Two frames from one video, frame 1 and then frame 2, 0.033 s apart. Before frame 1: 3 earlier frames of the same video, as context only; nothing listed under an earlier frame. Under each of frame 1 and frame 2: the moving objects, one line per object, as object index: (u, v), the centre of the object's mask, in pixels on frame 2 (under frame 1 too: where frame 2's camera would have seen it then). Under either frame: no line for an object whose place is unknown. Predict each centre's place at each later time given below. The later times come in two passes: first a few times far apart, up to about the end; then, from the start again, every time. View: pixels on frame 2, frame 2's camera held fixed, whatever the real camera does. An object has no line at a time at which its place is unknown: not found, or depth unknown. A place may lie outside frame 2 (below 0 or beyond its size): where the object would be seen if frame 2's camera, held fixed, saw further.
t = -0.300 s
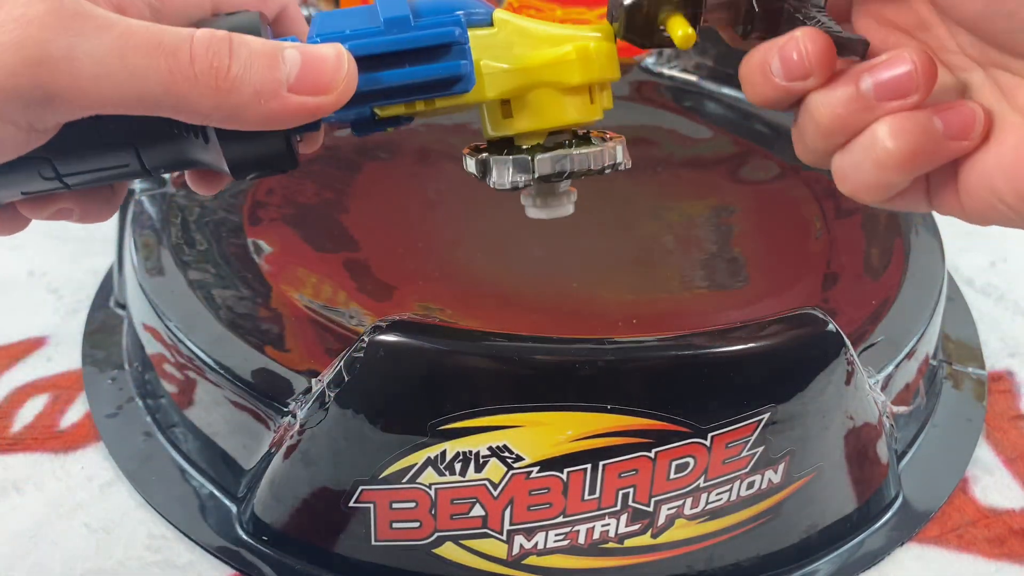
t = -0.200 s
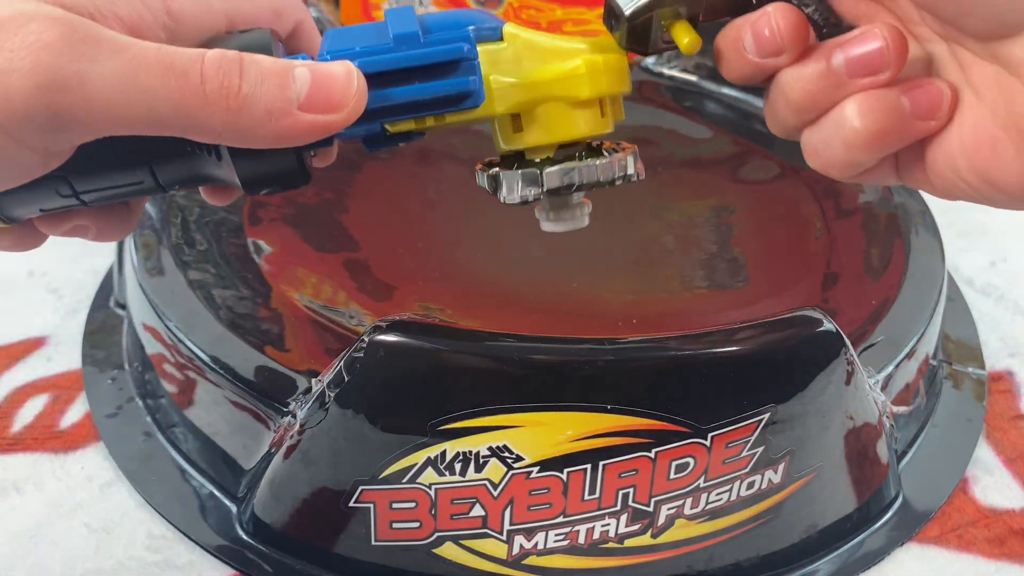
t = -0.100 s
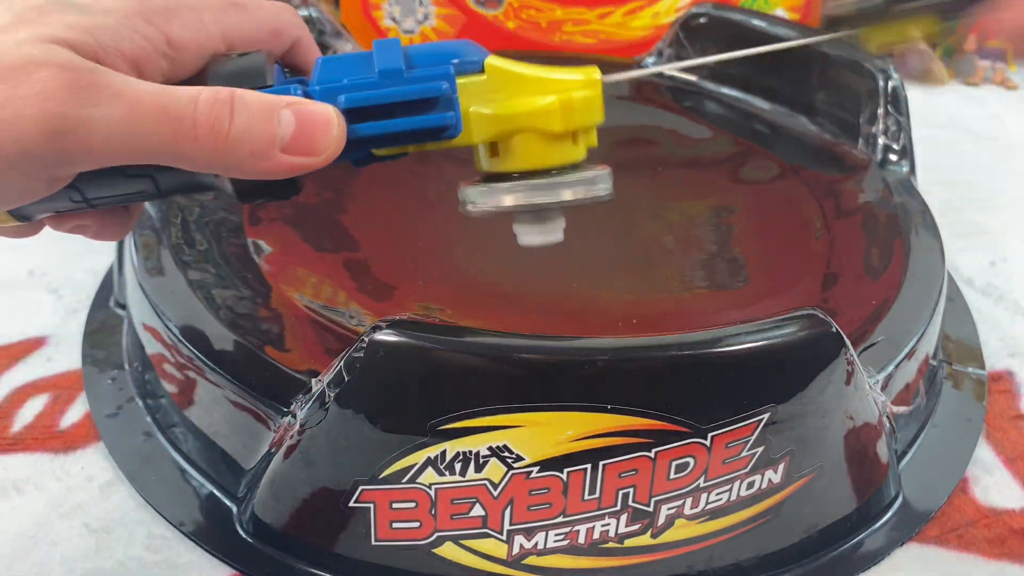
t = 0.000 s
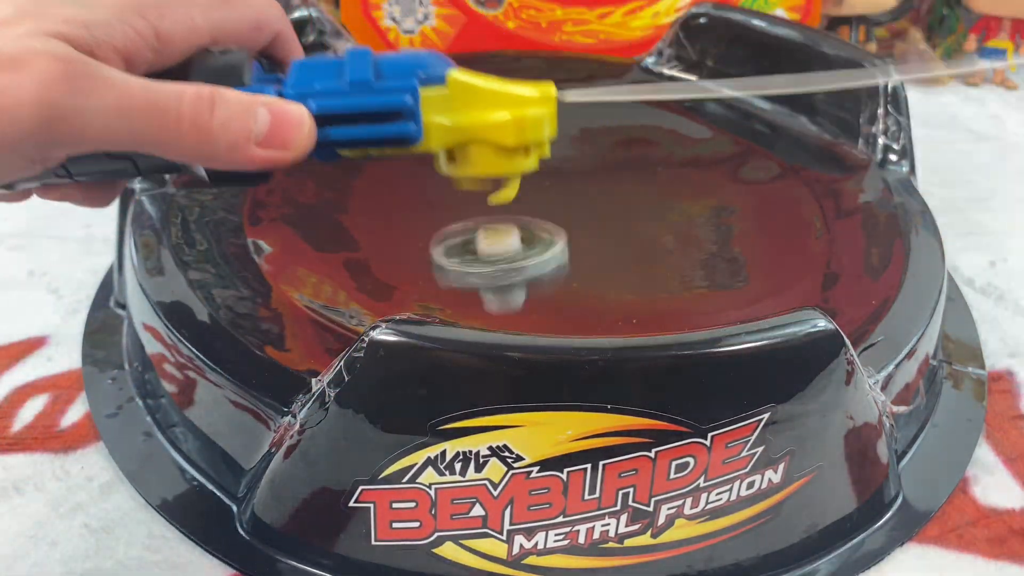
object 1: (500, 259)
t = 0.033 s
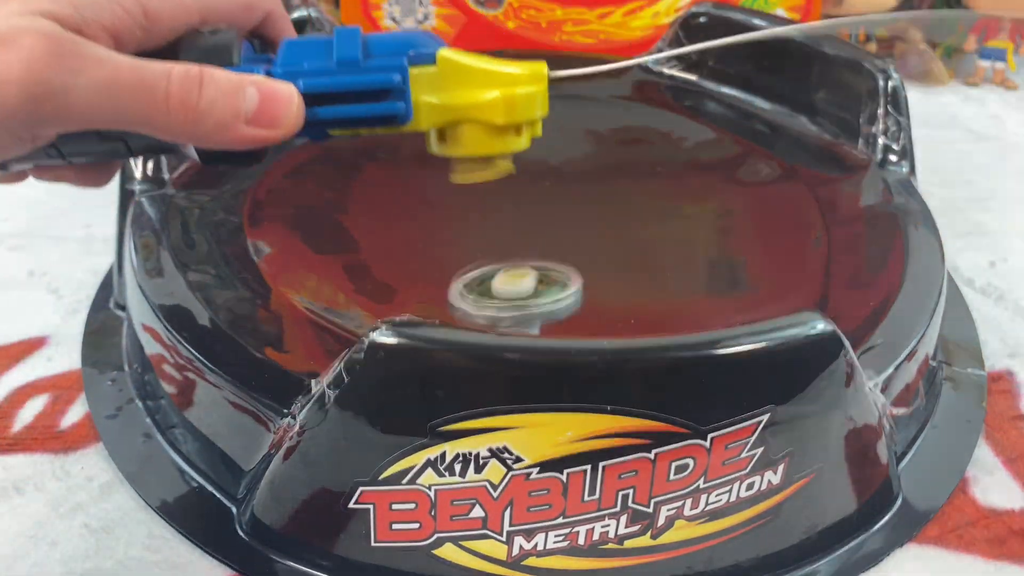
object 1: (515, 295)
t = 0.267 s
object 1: (618, 215)
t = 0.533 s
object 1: (501, 116)
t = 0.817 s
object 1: (273, 173)
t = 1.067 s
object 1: (485, 313)
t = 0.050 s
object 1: (528, 278)
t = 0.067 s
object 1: (538, 265)
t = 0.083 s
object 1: (549, 257)
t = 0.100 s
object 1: (558, 256)
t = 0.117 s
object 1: (568, 261)
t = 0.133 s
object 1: (576, 273)
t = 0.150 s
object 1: (584, 271)
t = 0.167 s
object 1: (592, 257)
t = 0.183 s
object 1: (598, 247)
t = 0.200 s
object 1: (605, 244)
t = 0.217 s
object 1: (609, 243)
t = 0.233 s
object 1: (613, 230)
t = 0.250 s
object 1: (615, 222)
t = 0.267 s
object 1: (618, 215)
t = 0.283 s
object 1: (618, 205)
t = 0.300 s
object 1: (617, 198)
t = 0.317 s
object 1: (615, 190)
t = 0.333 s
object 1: (612, 181)
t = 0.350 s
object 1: (608, 174)
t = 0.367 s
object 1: (602, 166)
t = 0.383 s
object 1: (596, 158)
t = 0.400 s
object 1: (589, 151)
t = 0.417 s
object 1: (580, 144)
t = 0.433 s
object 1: (571, 139)
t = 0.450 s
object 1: (561, 133)
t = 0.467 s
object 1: (550, 128)
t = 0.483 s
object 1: (538, 124)
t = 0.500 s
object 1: (526, 121)
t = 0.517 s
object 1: (513, 118)
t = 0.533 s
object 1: (501, 116)
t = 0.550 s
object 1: (488, 115)
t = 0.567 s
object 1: (474, 115)
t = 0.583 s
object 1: (461, 116)
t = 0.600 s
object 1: (446, 116)
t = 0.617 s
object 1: (431, 118)
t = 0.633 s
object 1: (417, 120)
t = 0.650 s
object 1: (403, 123)
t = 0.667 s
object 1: (388, 126)
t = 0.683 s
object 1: (373, 129)
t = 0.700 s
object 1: (358, 134)
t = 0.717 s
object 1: (344, 138)
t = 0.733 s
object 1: (329, 142)
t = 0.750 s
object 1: (316, 147)
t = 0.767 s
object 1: (303, 153)
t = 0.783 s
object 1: (291, 159)
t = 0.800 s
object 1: (281, 165)
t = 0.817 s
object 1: (273, 173)
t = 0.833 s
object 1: (267, 182)
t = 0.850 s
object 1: (262, 192)
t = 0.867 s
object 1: (262, 203)
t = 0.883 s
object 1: (263, 213)
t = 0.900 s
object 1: (268, 225)
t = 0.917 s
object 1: (276, 237)
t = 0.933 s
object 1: (287, 249)
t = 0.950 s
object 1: (301, 262)
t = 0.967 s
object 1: (321, 276)
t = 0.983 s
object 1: (340, 288)
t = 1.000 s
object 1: (359, 296)
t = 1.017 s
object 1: (383, 302)
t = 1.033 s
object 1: (414, 306)
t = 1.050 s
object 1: (452, 308)
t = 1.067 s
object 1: (485, 313)
